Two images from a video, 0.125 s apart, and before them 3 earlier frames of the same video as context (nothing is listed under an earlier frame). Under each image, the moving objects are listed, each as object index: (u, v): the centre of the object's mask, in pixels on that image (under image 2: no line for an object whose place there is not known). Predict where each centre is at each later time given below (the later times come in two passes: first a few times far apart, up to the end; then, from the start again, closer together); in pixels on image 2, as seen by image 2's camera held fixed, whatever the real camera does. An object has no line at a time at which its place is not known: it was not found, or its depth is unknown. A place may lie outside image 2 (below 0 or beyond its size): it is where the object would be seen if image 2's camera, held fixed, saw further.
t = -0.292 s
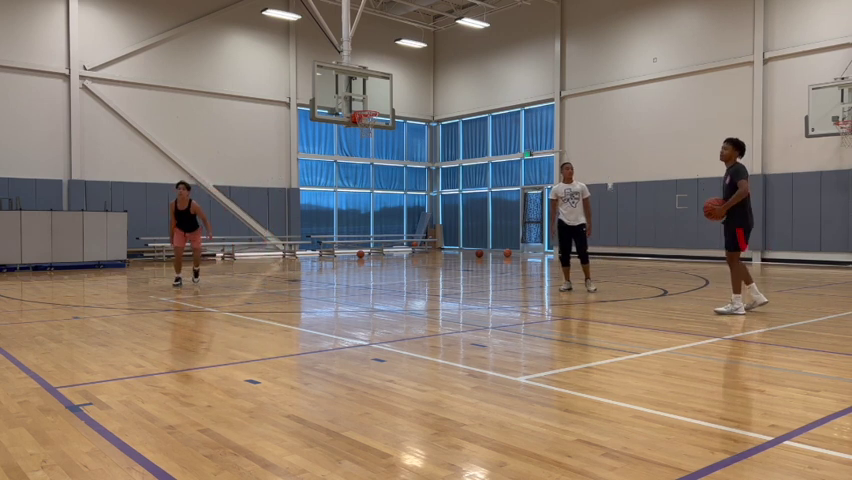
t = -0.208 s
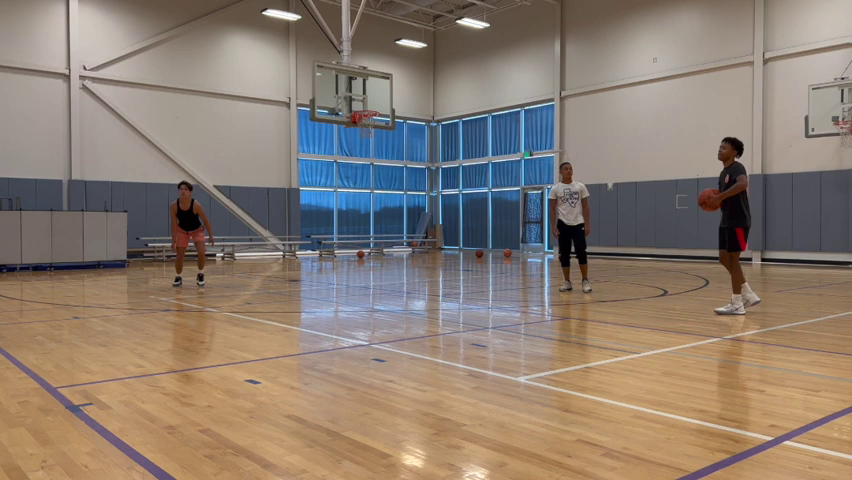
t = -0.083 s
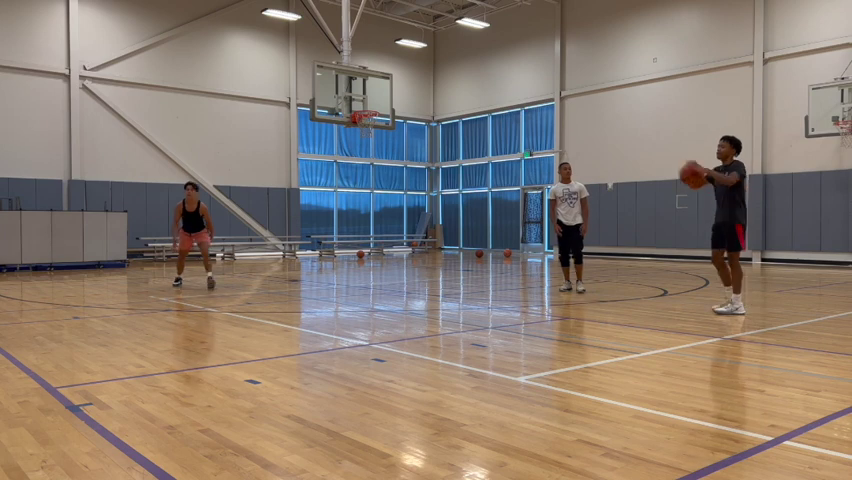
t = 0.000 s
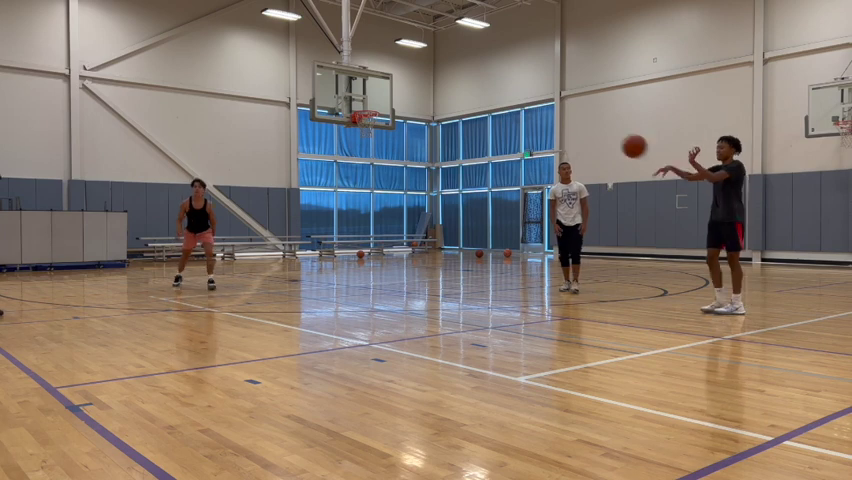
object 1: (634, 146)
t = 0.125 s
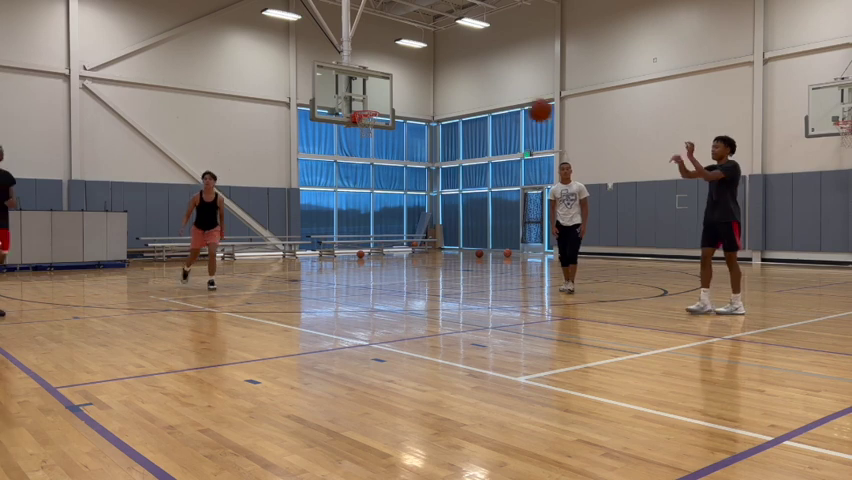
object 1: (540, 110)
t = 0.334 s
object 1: (383, 81)
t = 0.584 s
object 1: (188, 100)
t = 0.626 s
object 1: (156, 109)
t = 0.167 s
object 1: (508, 100)
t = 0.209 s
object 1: (477, 93)
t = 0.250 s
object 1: (446, 87)
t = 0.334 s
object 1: (383, 81)
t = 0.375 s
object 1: (350, 80)
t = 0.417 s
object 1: (319, 80)
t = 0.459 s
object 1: (286, 82)
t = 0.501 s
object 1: (254, 86)
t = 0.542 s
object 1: (221, 92)
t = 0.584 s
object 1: (188, 100)
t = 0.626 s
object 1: (156, 109)
